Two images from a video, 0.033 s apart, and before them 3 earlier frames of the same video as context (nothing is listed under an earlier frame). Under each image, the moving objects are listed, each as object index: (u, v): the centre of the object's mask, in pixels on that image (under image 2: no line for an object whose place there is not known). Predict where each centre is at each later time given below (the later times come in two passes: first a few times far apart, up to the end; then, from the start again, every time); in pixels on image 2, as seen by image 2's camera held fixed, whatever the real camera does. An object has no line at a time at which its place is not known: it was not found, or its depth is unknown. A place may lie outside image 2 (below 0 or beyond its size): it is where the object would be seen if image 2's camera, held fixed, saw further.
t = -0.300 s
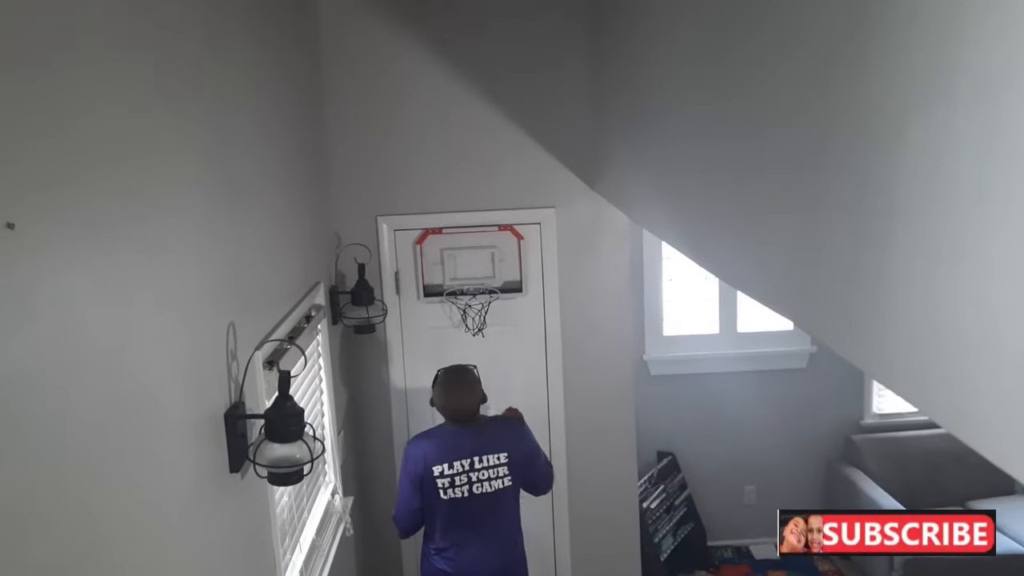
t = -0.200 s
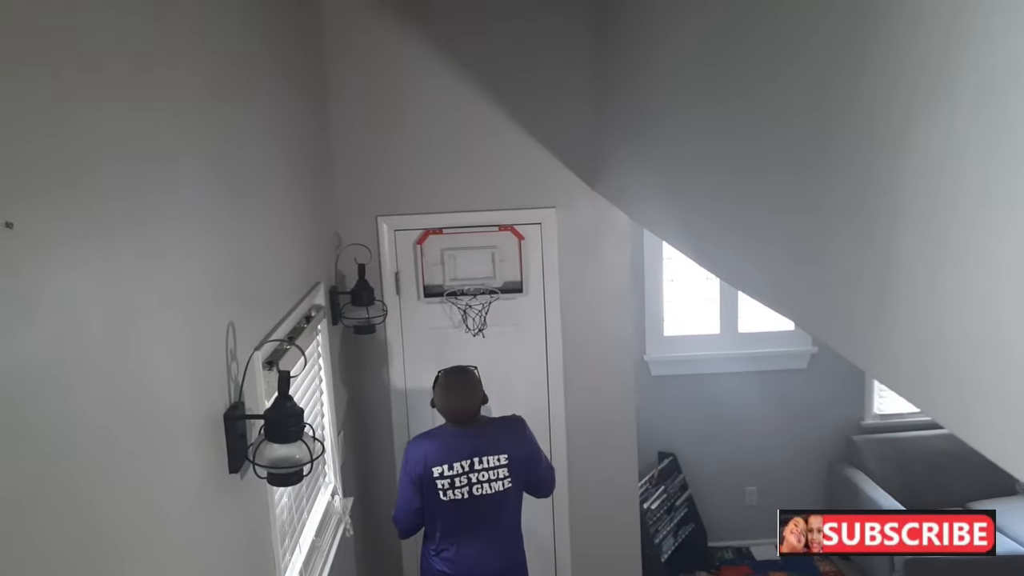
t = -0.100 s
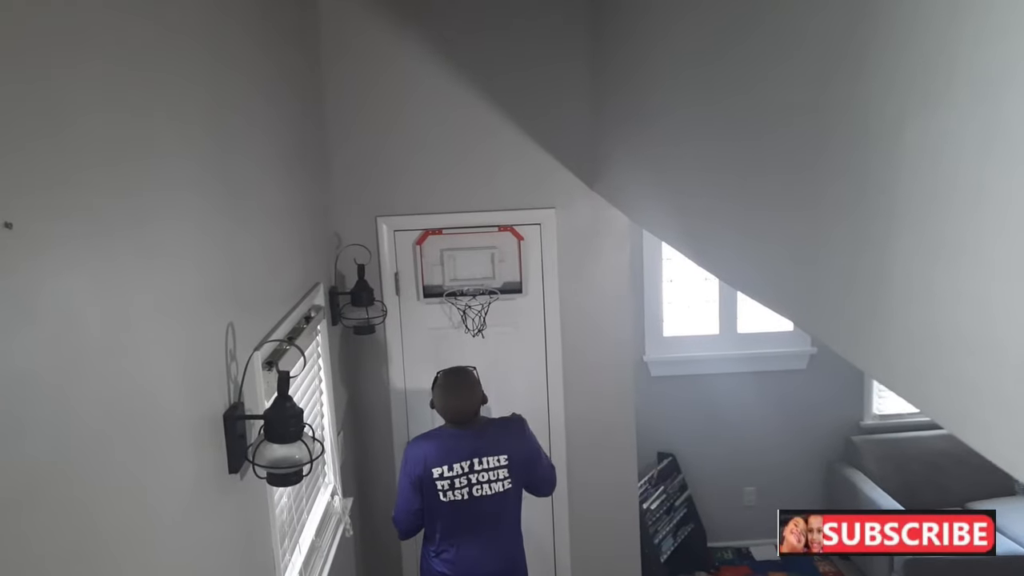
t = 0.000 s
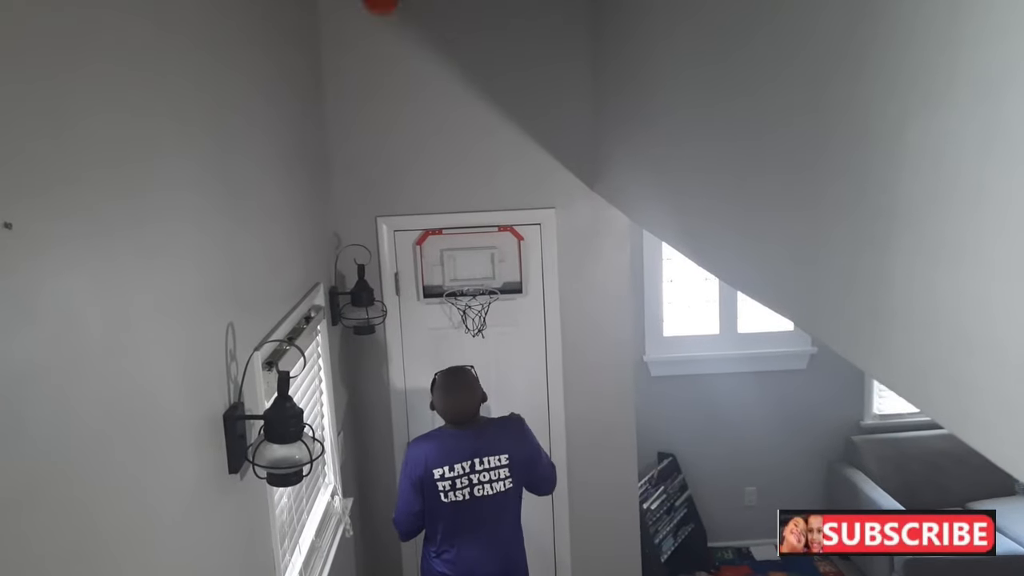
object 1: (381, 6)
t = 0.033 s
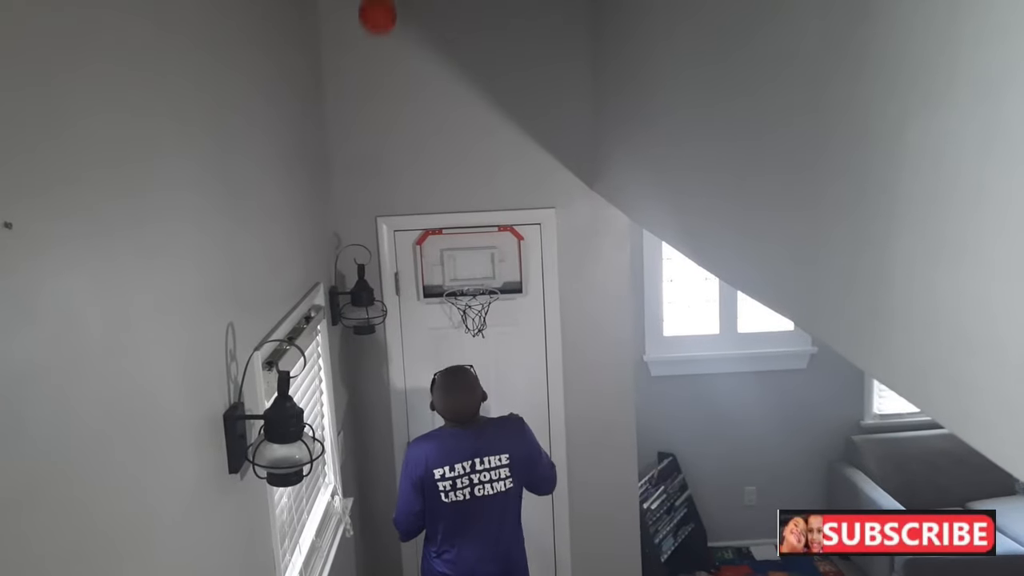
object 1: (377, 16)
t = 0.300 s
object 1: (373, 238)
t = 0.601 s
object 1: (463, 262)
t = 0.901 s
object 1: (467, 317)
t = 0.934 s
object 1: (472, 324)
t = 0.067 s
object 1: (375, 38)
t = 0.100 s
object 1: (373, 64)
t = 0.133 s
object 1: (371, 92)
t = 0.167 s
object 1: (369, 122)
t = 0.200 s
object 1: (368, 154)
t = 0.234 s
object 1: (367, 190)
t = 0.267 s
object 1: (365, 226)
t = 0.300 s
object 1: (373, 238)
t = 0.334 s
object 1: (383, 234)
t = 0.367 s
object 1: (394, 233)
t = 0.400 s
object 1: (404, 234)
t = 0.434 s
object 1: (414, 238)
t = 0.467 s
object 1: (424, 240)
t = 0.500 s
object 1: (433, 241)
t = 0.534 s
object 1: (443, 245)
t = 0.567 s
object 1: (453, 252)
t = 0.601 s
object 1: (463, 262)
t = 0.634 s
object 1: (474, 275)
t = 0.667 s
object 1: (484, 287)
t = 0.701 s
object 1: (479, 290)
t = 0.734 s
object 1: (473, 293)
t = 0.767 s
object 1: (467, 299)
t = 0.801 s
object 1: (461, 305)
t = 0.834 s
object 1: (459, 311)
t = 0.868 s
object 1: (463, 314)
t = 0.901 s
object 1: (467, 317)
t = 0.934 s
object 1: (472, 324)
